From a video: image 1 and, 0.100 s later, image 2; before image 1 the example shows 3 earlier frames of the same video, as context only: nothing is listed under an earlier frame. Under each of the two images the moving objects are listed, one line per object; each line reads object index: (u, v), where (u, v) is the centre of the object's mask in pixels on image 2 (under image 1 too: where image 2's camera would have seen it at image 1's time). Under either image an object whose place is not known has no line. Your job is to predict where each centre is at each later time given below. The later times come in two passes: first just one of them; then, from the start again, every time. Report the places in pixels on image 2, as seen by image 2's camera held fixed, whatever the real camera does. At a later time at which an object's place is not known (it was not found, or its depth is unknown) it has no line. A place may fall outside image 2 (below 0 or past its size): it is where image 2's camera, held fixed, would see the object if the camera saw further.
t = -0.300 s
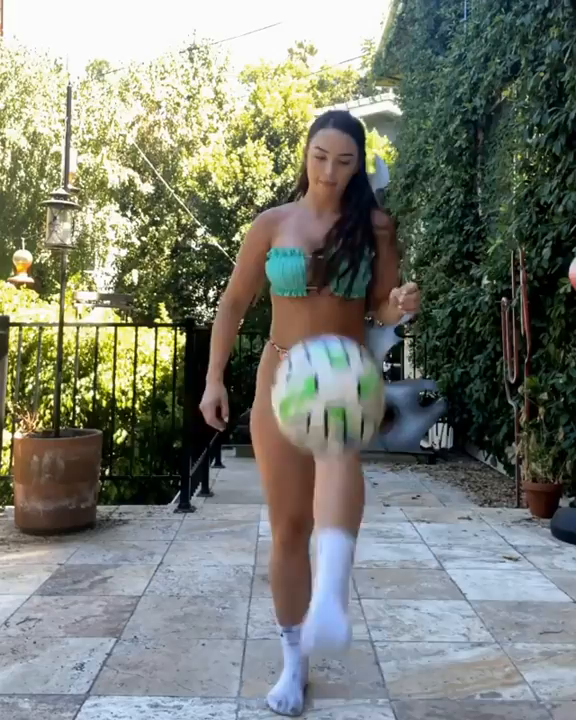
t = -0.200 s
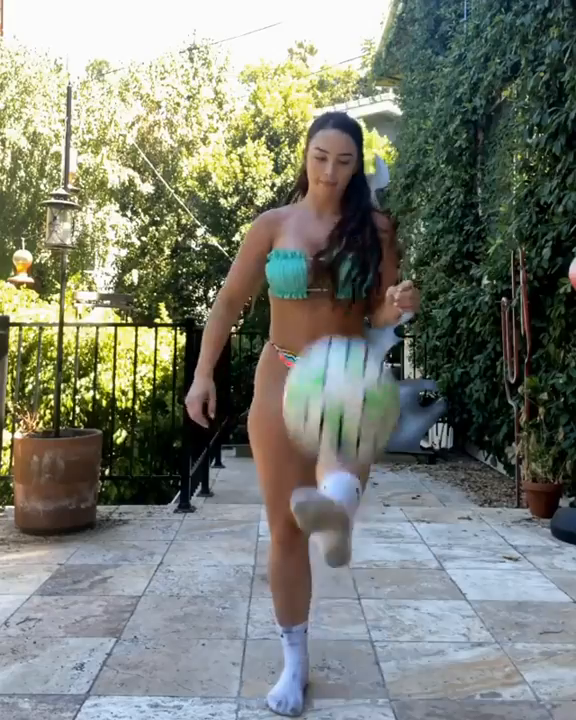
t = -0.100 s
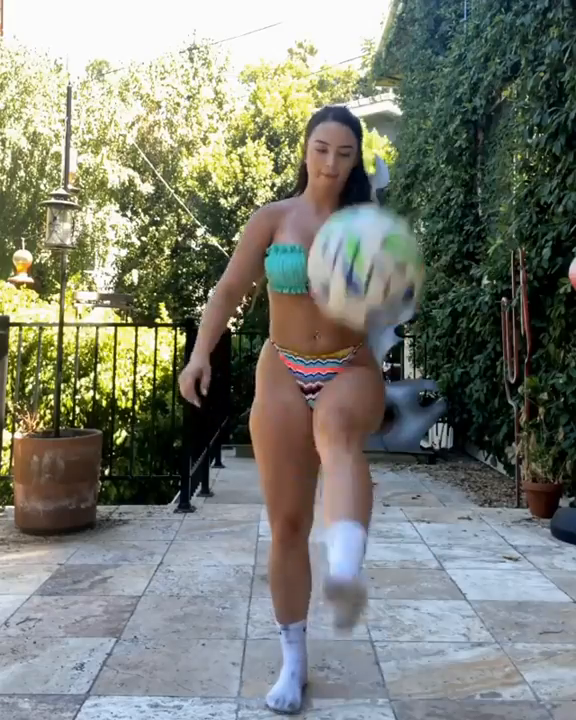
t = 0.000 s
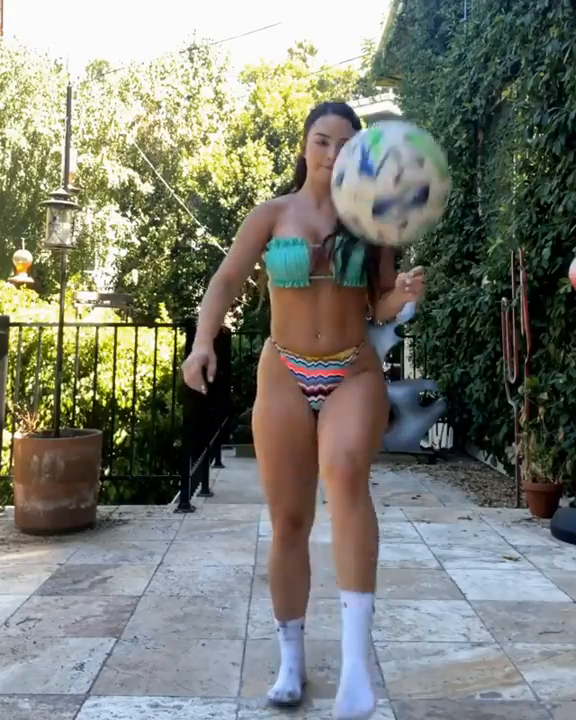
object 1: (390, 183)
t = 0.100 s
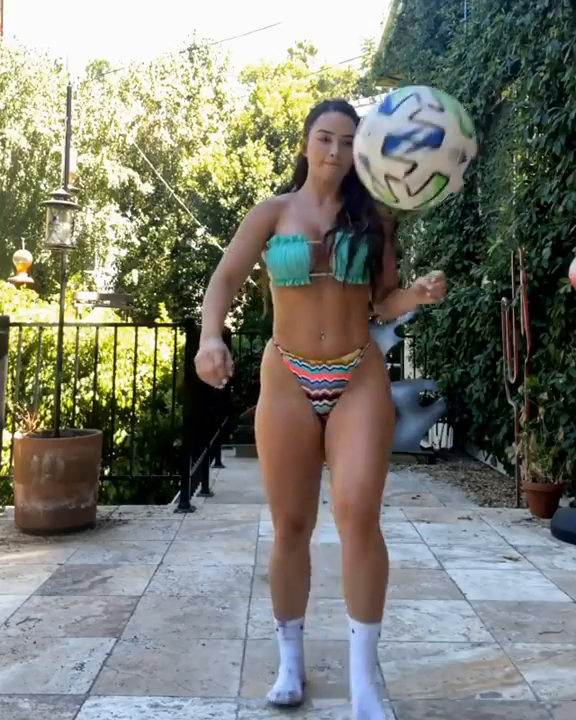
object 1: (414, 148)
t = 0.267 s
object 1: (454, 207)
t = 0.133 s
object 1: (423, 147)
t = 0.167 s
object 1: (429, 152)
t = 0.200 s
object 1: (438, 164)
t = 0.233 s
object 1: (445, 182)
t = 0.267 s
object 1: (454, 207)
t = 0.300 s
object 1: (462, 237)
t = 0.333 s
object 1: (470, 276)
